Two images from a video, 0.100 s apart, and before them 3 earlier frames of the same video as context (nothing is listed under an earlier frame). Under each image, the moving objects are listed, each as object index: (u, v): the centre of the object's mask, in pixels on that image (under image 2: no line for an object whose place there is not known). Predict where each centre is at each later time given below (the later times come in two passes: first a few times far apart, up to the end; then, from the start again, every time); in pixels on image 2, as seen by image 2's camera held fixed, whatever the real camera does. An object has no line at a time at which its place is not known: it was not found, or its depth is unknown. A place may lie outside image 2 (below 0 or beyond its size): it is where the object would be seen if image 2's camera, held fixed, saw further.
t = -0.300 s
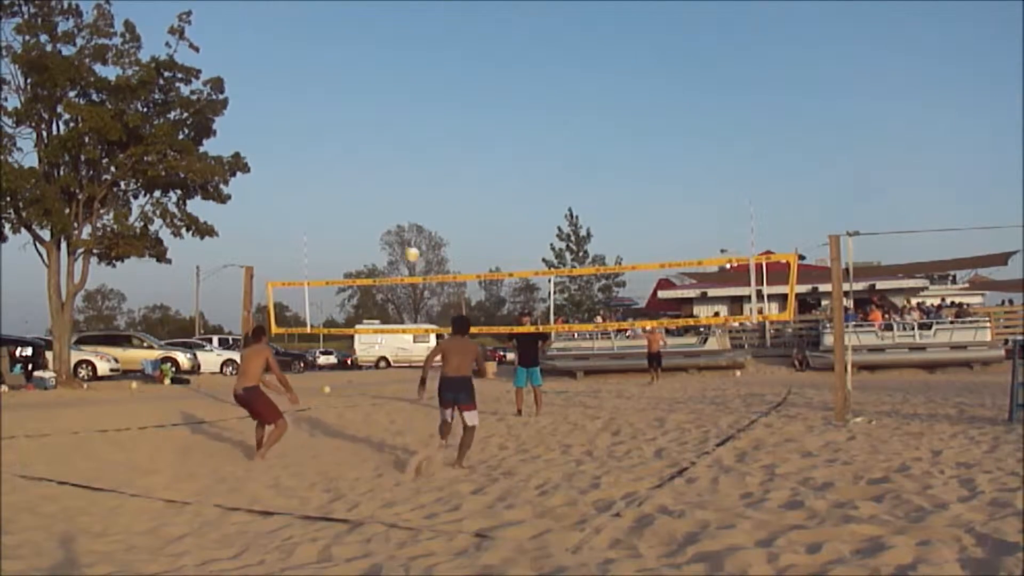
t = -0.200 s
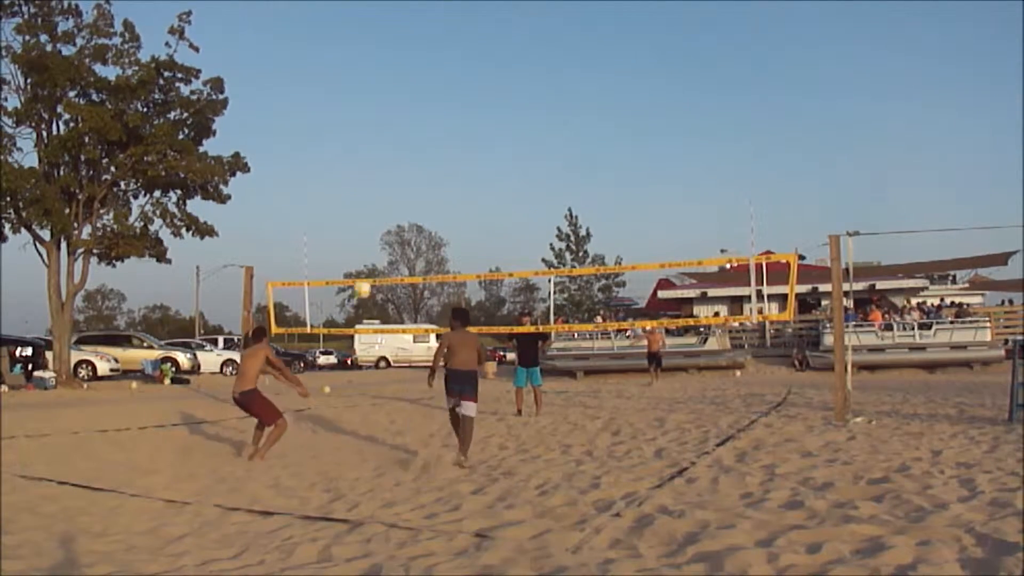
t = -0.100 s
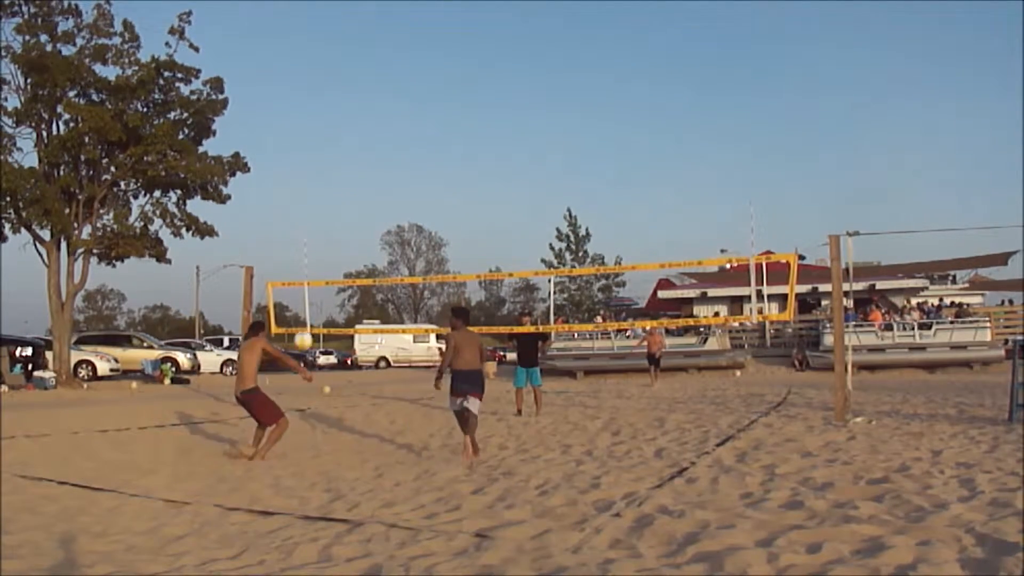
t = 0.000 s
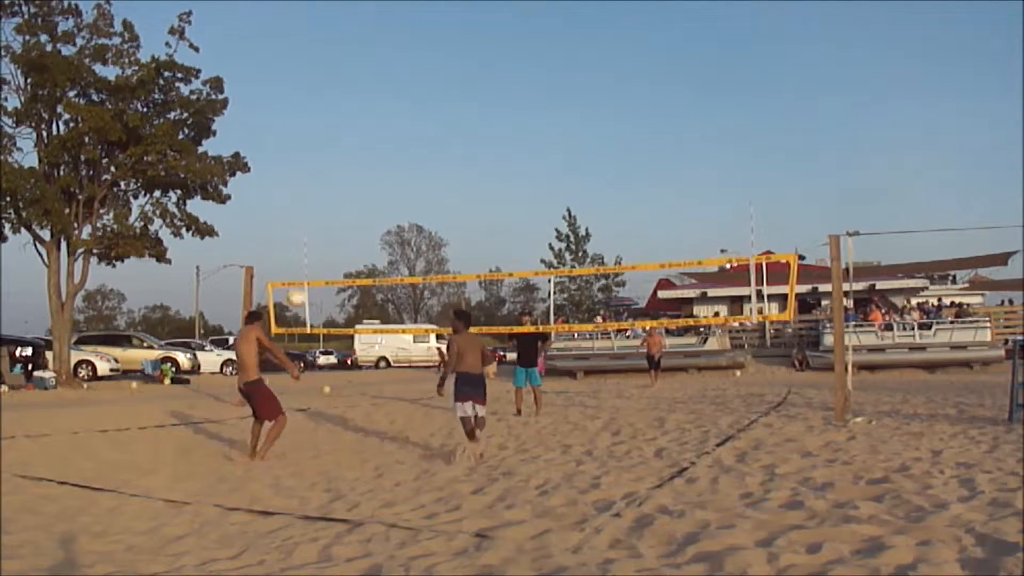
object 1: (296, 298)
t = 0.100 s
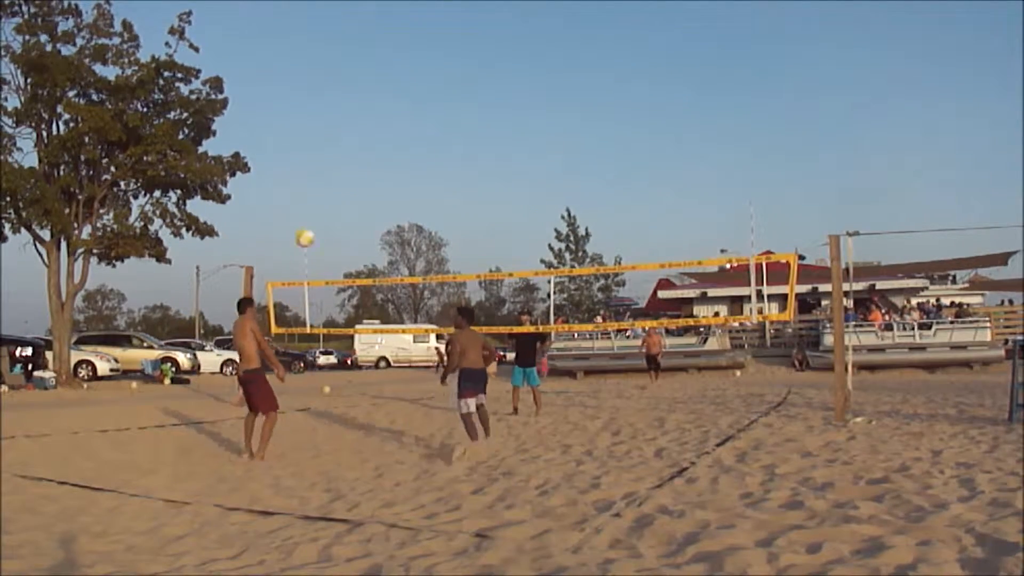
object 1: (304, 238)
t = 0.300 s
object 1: (320, 151)
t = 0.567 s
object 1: (337, 92)
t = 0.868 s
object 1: (350, 89)
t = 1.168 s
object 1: (361, 149)
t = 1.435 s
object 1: (370, 253)
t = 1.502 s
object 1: (373, 285)
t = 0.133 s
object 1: (308, 221)
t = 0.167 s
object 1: (310, 205)
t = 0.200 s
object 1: (313, 190)
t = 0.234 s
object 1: (315, 175)
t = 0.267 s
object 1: (318, 162)
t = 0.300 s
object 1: (320, 151)
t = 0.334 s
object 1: (322, 140)
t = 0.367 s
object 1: (325, 131)
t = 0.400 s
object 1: (327, 122)
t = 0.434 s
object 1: (329, 114)
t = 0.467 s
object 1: (331, 107)
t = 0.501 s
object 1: (333, 101)
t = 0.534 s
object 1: (335, 96)
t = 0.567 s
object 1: (337, 92)
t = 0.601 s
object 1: (338, 89)
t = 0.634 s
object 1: (340, 86)
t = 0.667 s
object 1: (341, 84)
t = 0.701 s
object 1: (343, 83)
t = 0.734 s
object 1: (345, 83)
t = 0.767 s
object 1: (346, 83)
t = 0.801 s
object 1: (347, 85)
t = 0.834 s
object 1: (349, 87)
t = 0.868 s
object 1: (350, 89)
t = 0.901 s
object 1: (351, 93)
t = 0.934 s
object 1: (352, 97)
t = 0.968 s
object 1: (354, 102)
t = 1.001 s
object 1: (356, 108)
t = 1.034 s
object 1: (356, 115)
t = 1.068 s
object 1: (358, 122)
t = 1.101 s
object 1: (359, 130)
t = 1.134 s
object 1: (360, 139)
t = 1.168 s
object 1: (361, 149)
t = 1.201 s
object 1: (362, 159)
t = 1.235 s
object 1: (364, 170)
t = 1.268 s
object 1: (365, 182)
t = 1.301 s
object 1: (366, 195)
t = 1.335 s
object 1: (366, 208)
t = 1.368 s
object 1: (367, 222)
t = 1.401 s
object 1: (368, 237)
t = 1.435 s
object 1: (370, 253)
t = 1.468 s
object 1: (371, 268)
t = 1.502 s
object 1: (373, 285)
